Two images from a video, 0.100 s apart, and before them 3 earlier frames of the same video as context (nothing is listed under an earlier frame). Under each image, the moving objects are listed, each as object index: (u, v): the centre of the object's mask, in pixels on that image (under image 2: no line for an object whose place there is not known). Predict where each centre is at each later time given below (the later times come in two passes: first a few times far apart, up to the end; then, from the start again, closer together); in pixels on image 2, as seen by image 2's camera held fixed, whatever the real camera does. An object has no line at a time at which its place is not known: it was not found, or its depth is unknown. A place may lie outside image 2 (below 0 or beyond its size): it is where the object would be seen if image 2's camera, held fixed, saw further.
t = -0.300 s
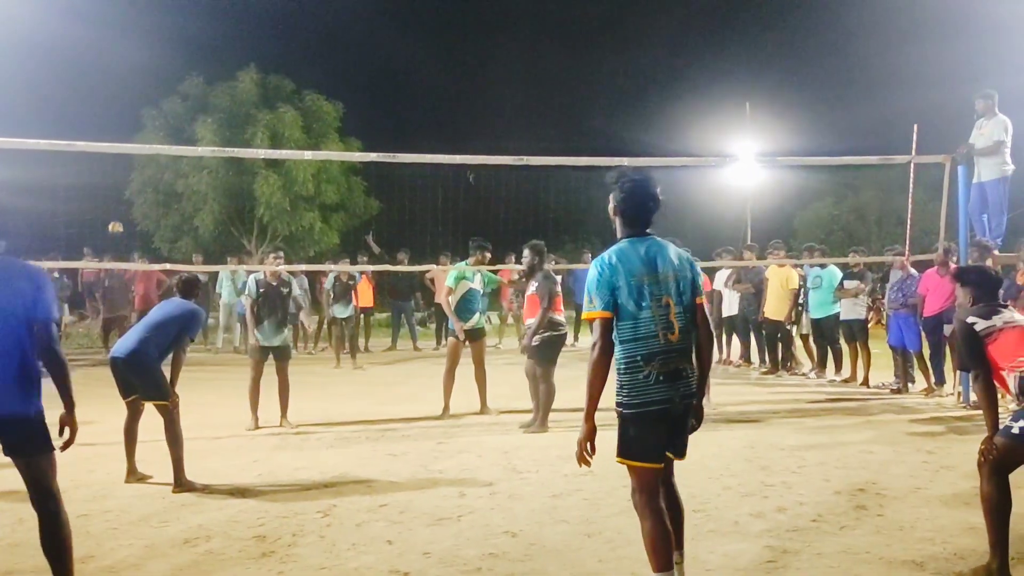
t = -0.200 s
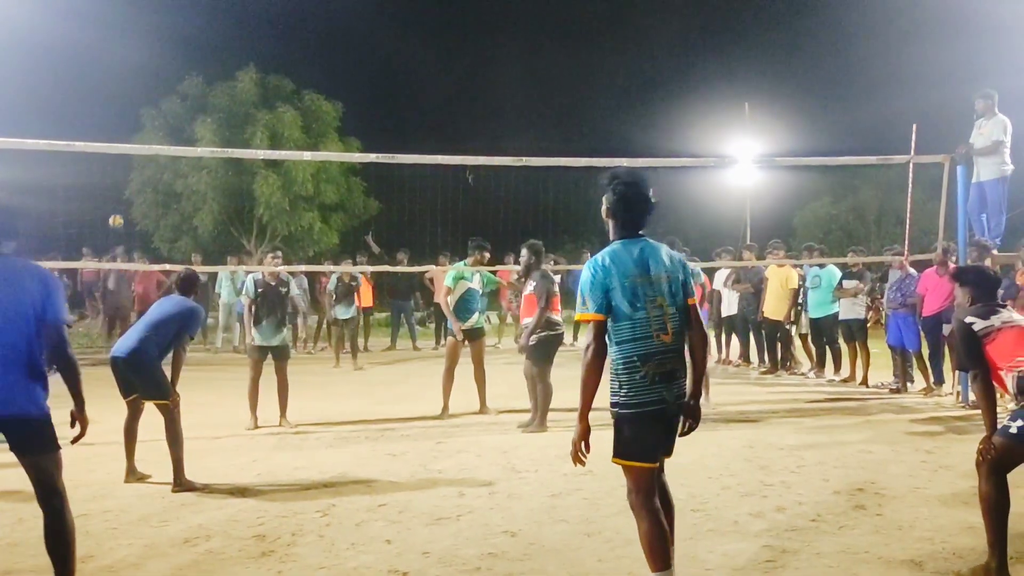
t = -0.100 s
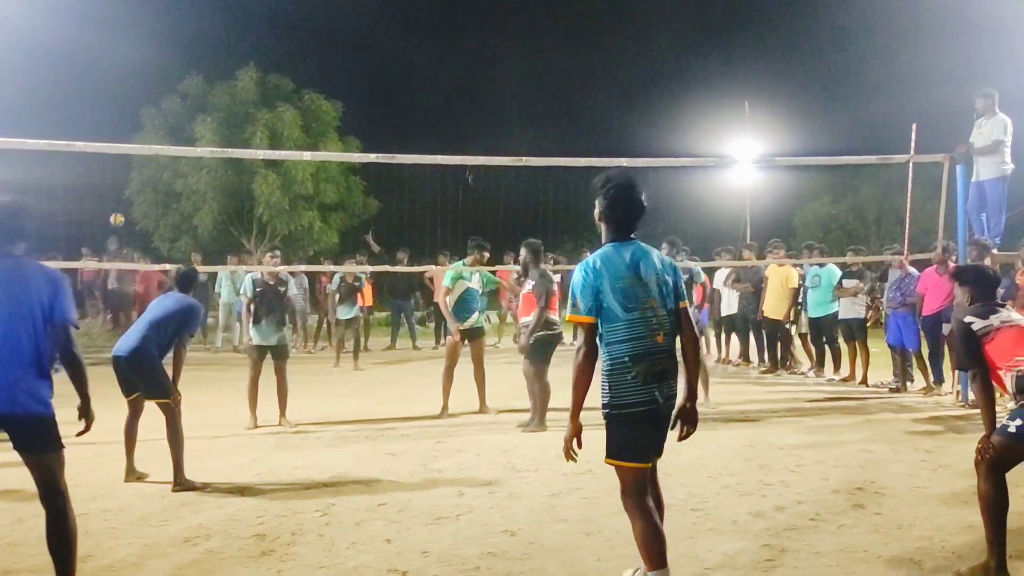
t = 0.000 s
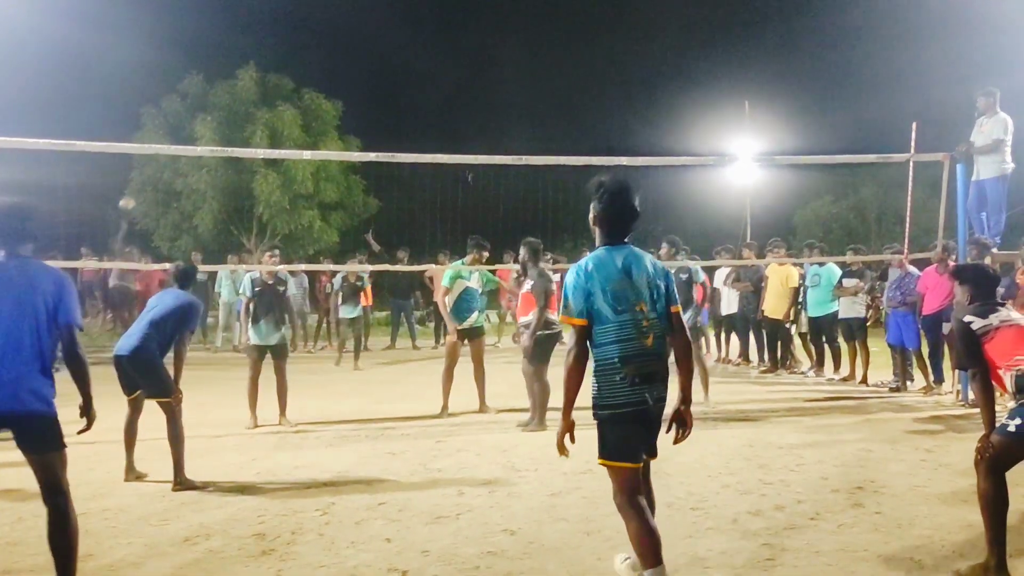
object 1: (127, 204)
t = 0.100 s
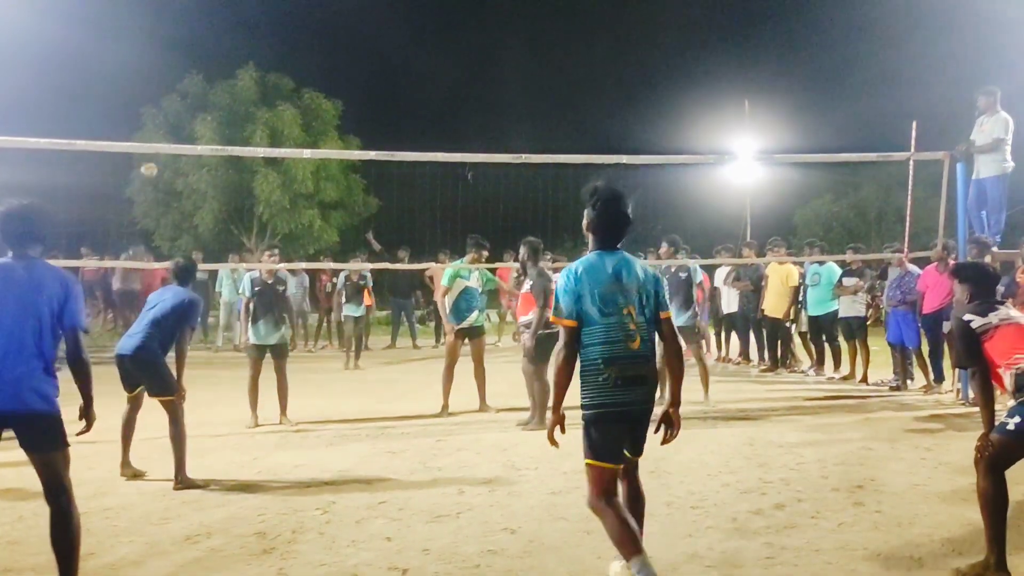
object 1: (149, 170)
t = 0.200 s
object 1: (173, 138)
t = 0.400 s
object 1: (231, 84)
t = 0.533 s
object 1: (286, 55)
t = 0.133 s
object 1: (156, 160)
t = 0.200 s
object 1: (173, 138)
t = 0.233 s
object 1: (182, 130)
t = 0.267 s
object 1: (192, 120)
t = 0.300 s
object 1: (201, 110)
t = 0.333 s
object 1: (209, 101)
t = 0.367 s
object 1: (219, 91)
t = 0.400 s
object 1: (231, 84)
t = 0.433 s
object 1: (248, 73)
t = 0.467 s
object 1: (261, 68)
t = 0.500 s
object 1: (274, 62)
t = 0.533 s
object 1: (286, 55)
